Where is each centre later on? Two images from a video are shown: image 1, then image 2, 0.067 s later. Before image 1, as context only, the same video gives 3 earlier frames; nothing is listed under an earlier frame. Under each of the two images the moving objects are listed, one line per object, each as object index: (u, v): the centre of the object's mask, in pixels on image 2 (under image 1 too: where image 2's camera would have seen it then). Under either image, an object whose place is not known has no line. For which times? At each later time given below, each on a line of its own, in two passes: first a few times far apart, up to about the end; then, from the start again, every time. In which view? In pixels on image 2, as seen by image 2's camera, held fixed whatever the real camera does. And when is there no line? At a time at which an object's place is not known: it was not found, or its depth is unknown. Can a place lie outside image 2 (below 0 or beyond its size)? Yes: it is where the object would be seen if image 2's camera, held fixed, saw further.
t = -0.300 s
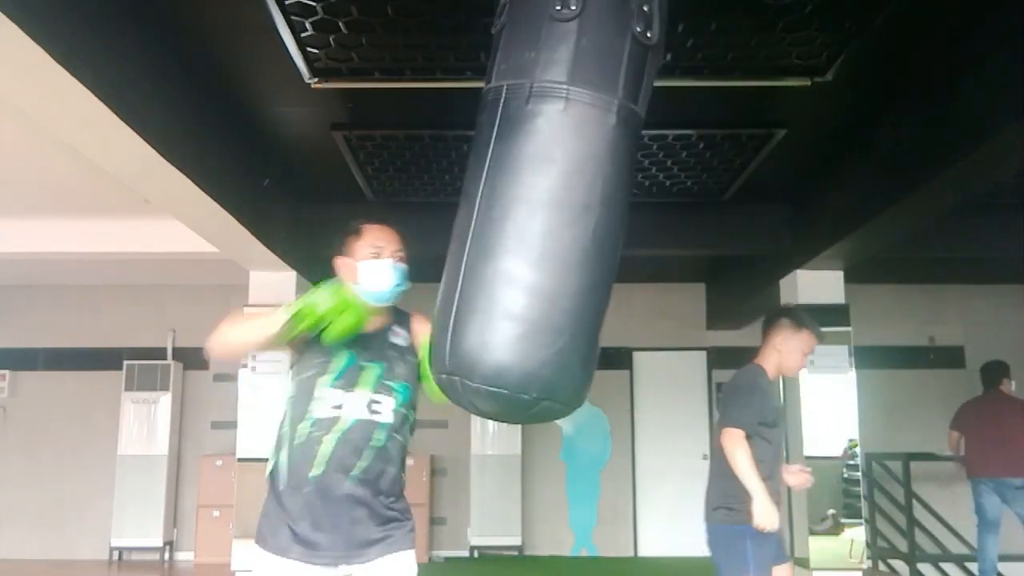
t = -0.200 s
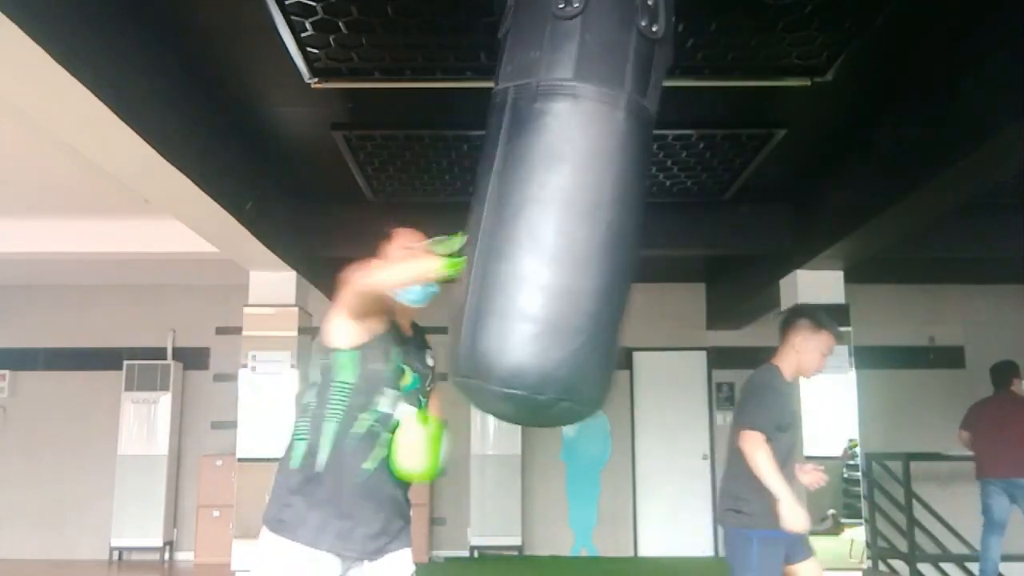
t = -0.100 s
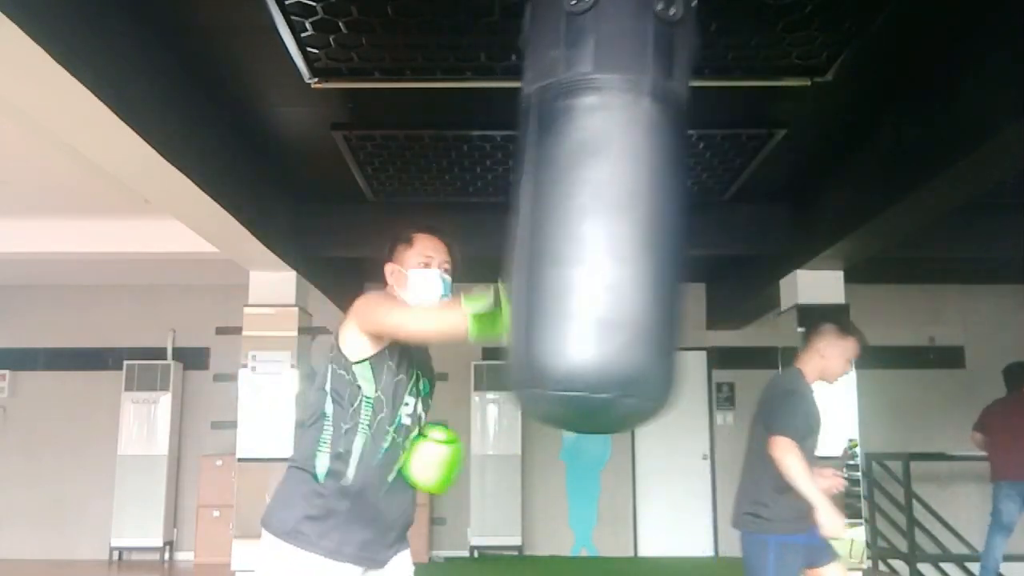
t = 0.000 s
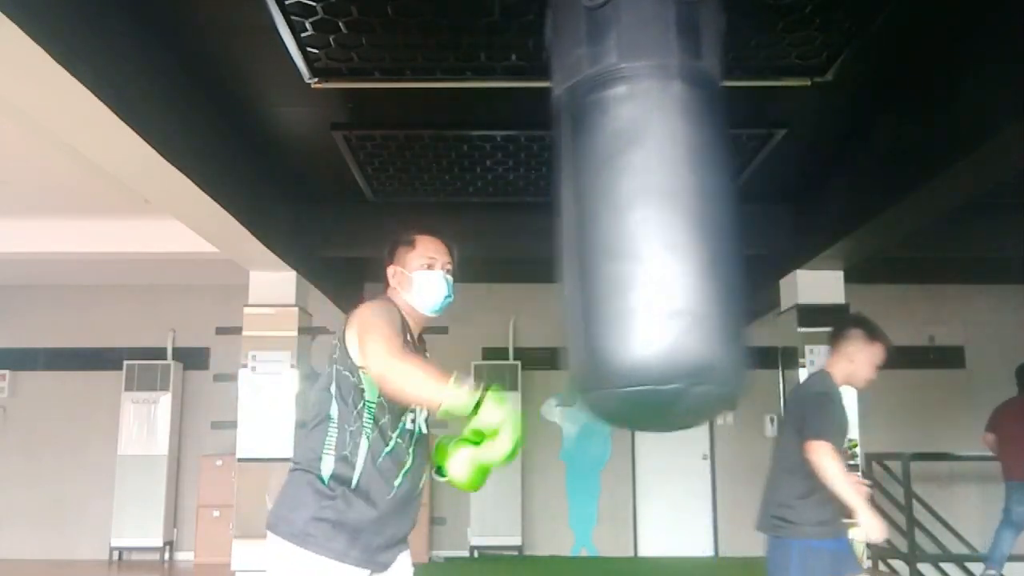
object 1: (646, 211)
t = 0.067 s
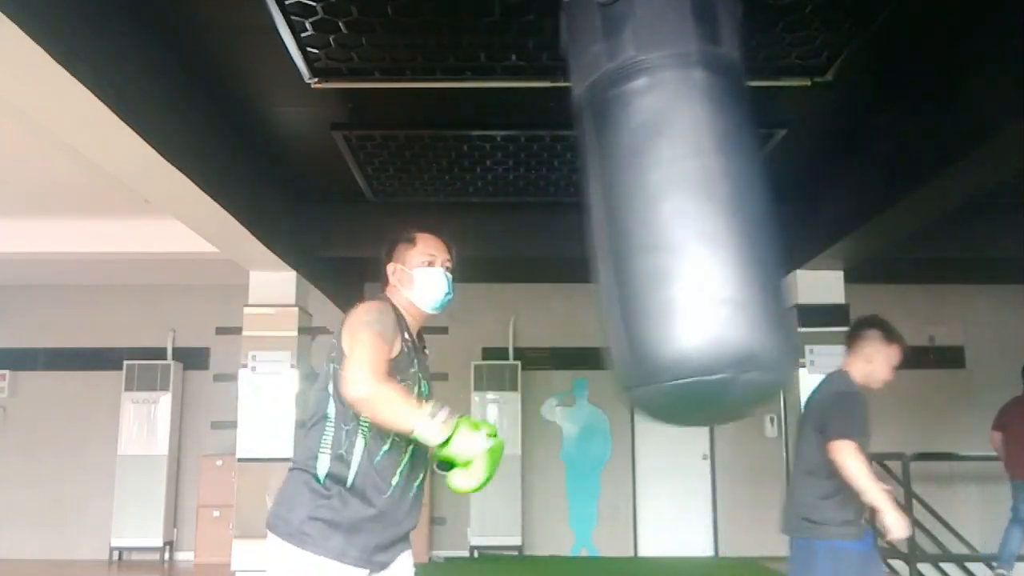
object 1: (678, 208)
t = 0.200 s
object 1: (733, 199)
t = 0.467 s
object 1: (760, 194)
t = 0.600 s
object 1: (725, 201)
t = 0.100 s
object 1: (692, 205)
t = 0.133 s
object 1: (707, 204)
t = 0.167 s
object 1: (720, 201)
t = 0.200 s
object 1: (733, 199)
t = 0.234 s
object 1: (743, 197)
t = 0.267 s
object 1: (752, 196)
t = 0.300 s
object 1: (758, 194)
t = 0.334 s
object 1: (763, 192)
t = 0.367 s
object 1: (766, 192)
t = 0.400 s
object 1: (765, 192)
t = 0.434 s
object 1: (764, 192)
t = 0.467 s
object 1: (760, 194)
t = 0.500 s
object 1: (754, 195)
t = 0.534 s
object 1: (747, 198)
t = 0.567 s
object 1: (737, 200)
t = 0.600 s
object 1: (725, 201)
